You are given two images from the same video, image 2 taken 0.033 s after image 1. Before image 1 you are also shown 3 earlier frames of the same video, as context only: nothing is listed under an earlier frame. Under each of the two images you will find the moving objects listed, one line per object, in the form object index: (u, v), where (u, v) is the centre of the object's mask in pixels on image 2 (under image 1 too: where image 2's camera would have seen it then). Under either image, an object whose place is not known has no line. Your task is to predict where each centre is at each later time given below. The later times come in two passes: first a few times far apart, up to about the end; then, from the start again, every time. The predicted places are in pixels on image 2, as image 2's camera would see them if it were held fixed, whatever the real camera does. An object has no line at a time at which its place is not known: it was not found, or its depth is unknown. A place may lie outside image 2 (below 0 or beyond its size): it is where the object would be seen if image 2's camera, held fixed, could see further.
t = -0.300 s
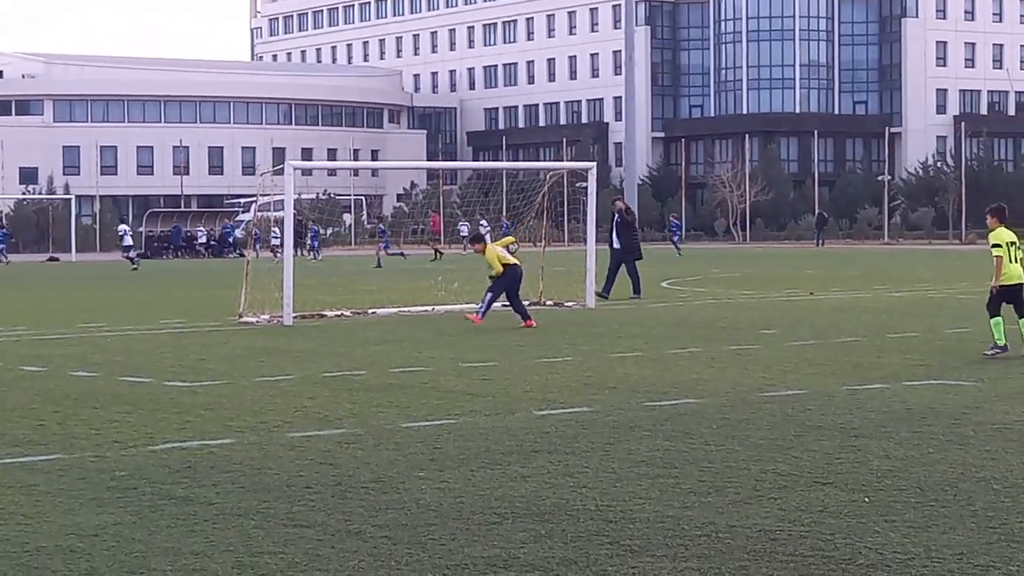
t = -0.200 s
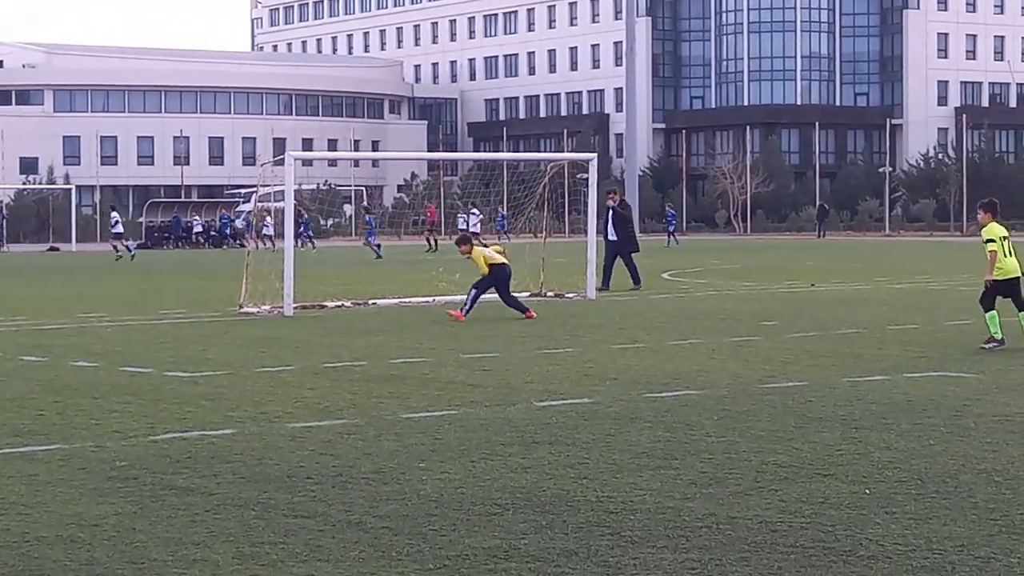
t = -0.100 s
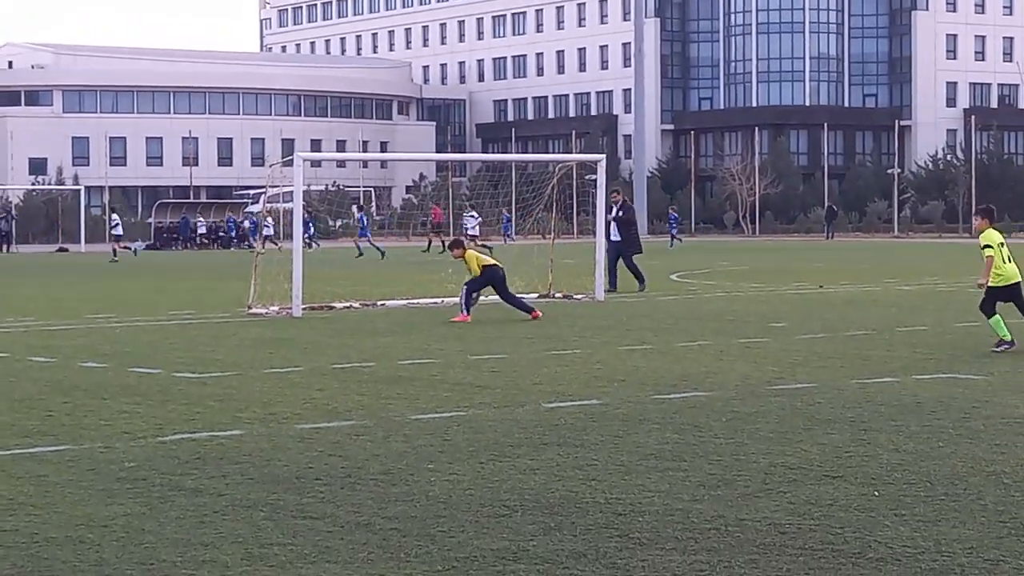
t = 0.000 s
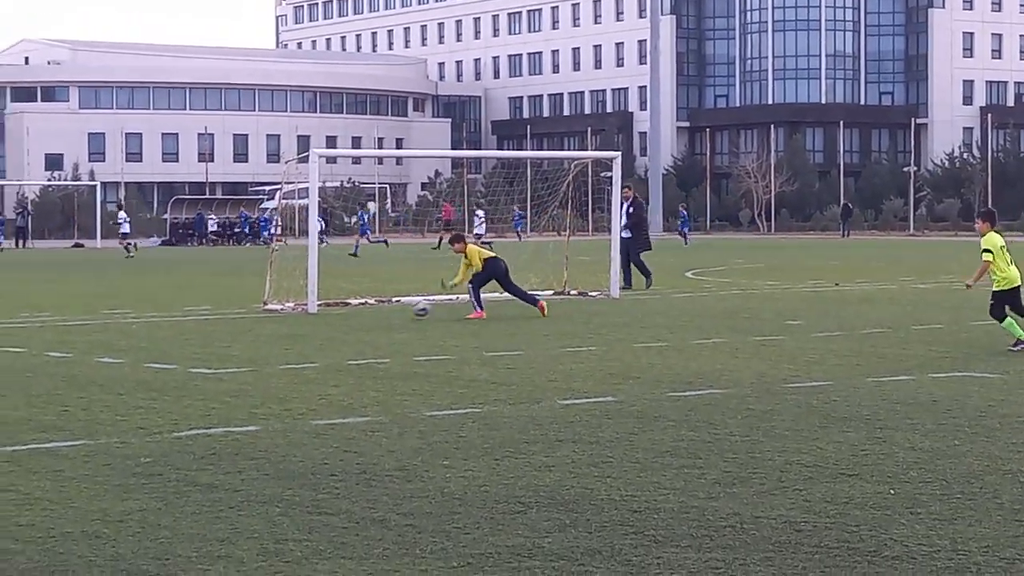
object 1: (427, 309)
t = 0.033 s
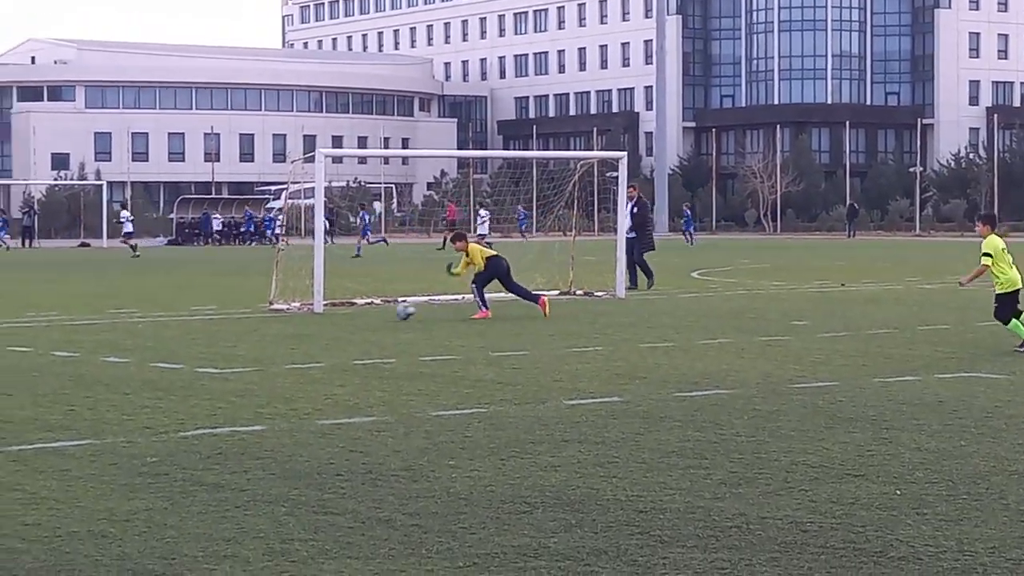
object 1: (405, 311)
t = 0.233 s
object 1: (278, 317)
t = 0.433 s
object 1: (164, 316)
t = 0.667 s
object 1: (25, 324)
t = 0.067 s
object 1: (383, 314)
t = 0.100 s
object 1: (362, 312)
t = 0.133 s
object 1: (341, 312)
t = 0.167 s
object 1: (322, 314)
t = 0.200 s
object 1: (300, 314)
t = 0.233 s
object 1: (278, 317)
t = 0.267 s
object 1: (257, 319)
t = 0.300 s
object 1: (239, 317)
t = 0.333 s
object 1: (221, 315)
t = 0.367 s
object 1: (201, 314)
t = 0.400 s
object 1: (183, 315)
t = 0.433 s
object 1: (164, 316)
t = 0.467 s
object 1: (145, 319)
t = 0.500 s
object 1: (125, 323)
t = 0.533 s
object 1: (105, 328)
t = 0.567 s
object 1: (85, 328)
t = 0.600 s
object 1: (66, 325)
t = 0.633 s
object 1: (45, 324)
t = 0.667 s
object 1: (25, 324)
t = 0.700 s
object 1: (4, 325)
